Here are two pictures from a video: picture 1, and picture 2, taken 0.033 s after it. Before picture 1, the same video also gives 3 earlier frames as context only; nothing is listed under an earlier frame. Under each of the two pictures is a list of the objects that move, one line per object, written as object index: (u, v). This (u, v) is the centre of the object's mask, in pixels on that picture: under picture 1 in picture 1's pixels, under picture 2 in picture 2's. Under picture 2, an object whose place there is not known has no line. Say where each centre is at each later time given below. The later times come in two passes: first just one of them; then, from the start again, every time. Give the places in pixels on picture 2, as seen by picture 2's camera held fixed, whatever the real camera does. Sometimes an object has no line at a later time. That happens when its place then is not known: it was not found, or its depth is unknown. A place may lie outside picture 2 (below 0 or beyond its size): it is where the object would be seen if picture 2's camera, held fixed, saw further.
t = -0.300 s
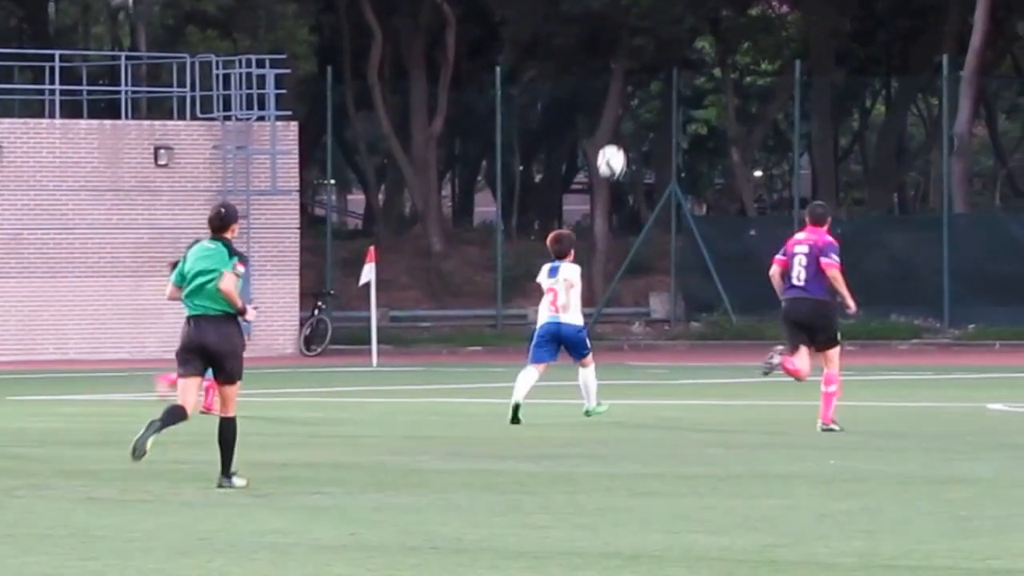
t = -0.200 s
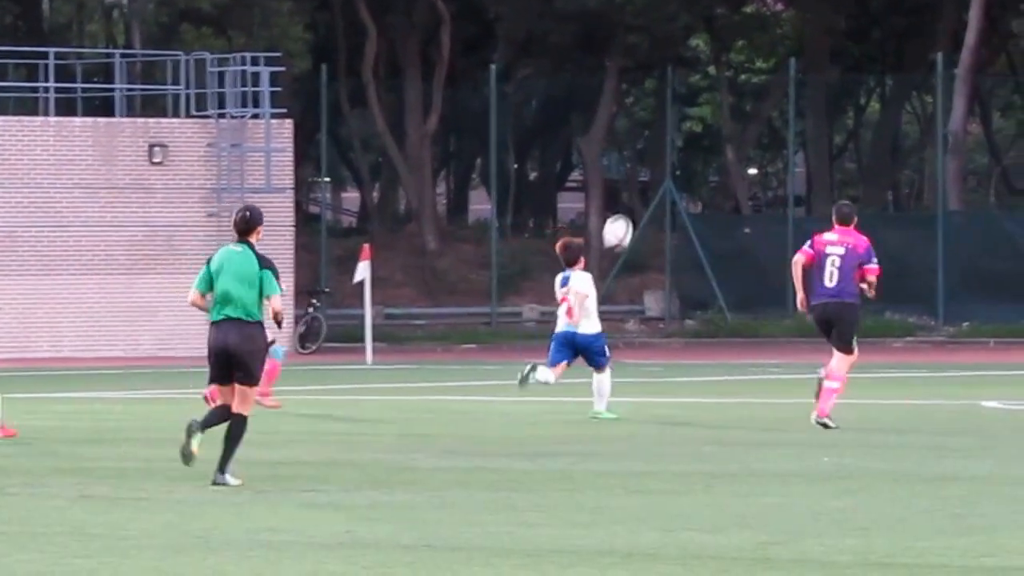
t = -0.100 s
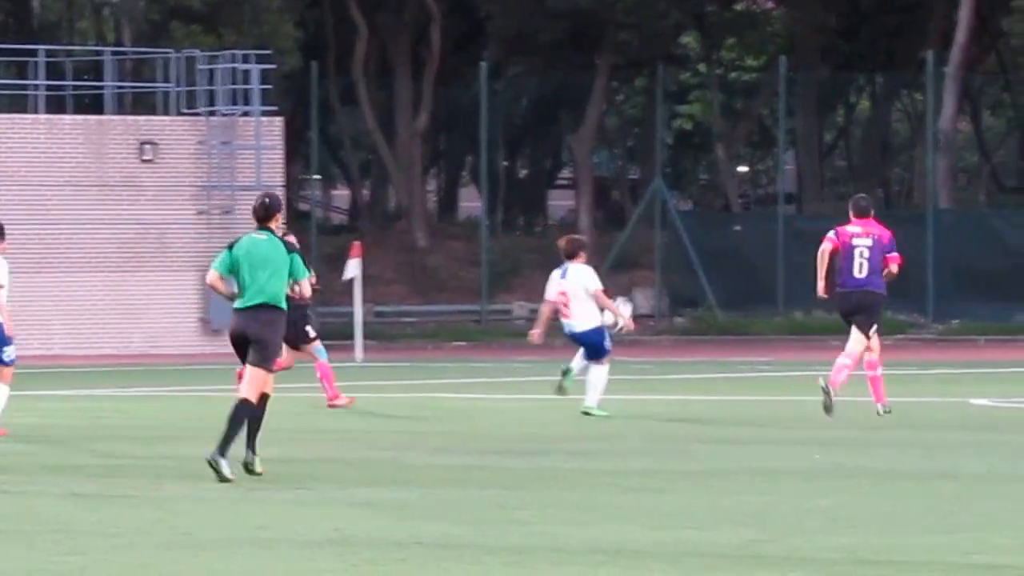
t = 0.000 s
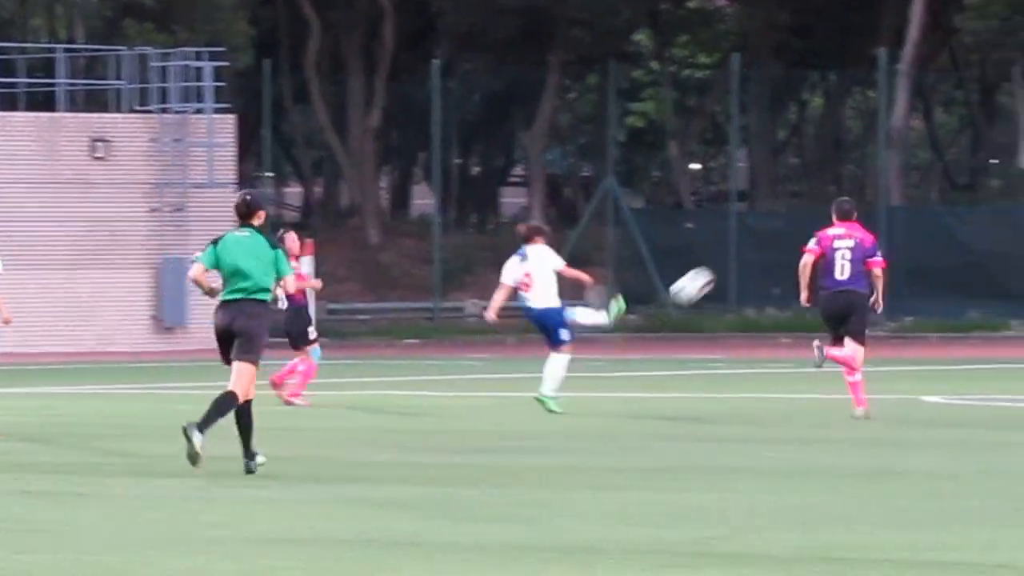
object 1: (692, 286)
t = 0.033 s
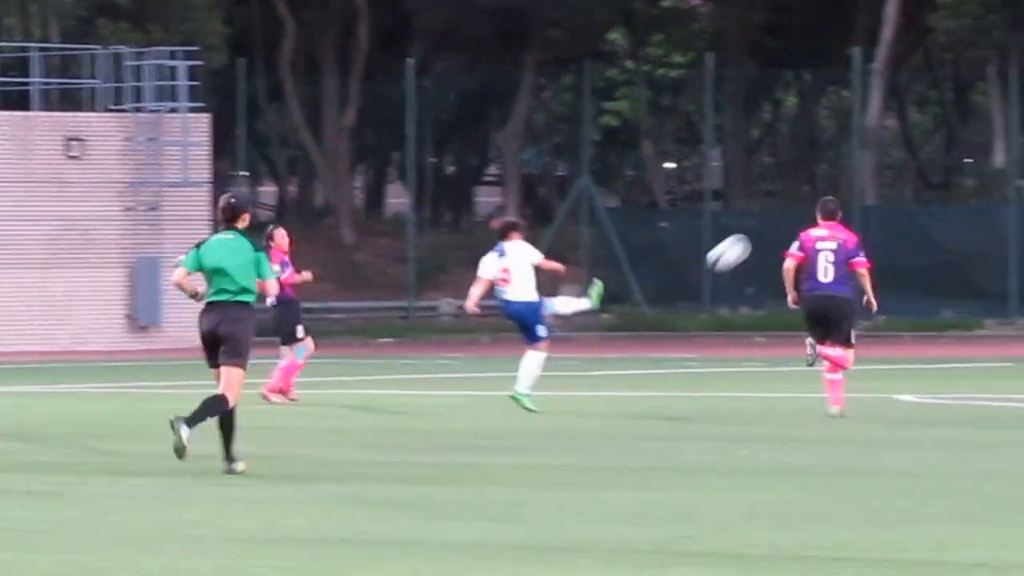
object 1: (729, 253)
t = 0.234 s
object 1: (1095, 104)
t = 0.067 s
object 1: (791, 224)
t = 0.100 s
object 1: (855, 192)
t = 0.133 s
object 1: (915, 171)
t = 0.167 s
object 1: (977, 147)
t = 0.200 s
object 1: (1039, 125)
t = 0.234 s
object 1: (1095, 104)
